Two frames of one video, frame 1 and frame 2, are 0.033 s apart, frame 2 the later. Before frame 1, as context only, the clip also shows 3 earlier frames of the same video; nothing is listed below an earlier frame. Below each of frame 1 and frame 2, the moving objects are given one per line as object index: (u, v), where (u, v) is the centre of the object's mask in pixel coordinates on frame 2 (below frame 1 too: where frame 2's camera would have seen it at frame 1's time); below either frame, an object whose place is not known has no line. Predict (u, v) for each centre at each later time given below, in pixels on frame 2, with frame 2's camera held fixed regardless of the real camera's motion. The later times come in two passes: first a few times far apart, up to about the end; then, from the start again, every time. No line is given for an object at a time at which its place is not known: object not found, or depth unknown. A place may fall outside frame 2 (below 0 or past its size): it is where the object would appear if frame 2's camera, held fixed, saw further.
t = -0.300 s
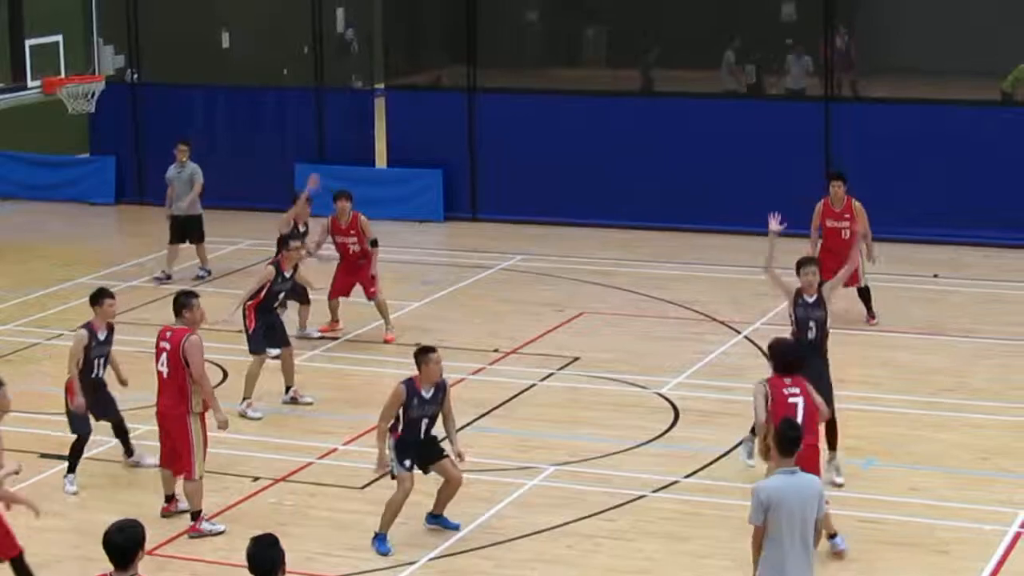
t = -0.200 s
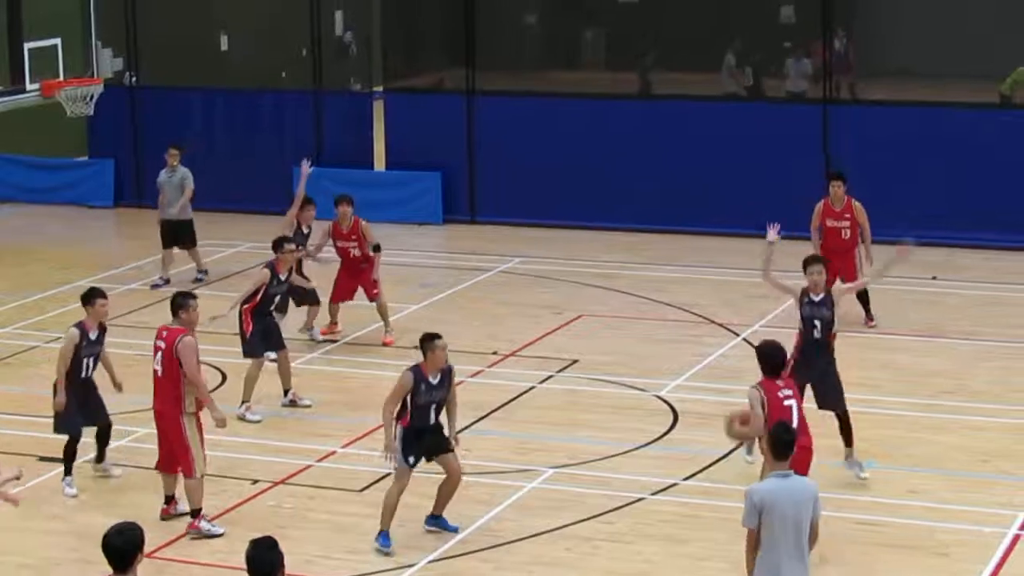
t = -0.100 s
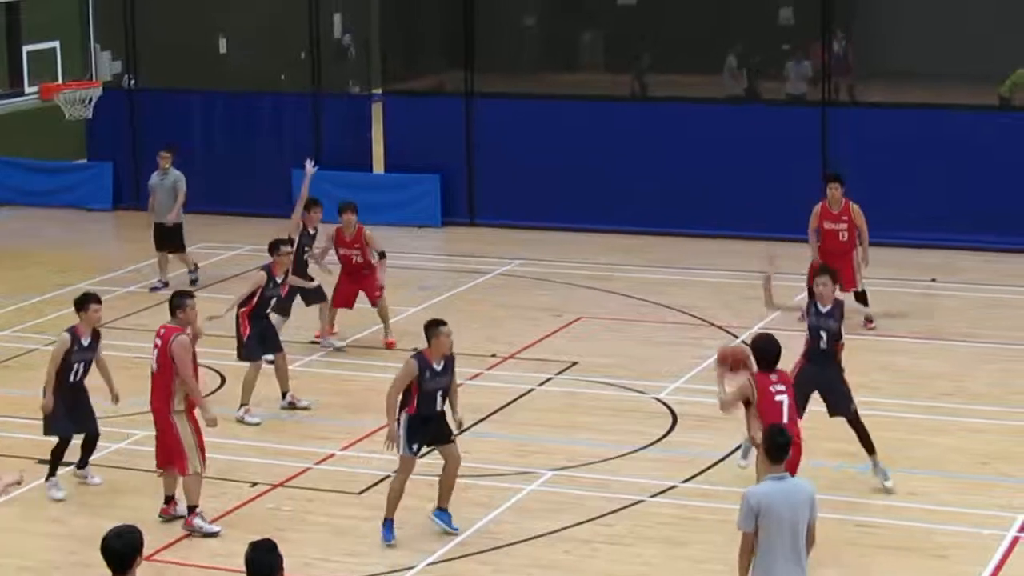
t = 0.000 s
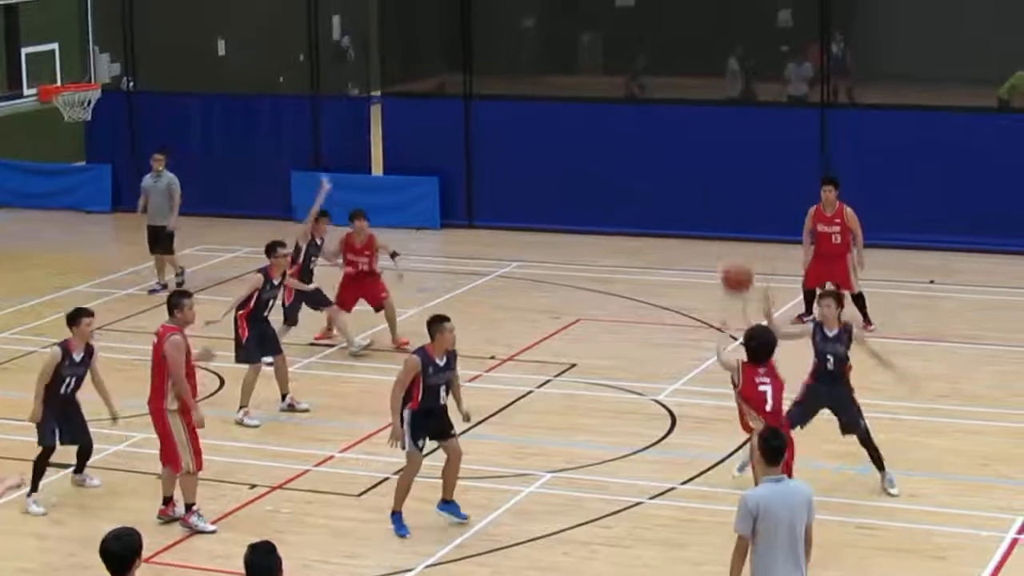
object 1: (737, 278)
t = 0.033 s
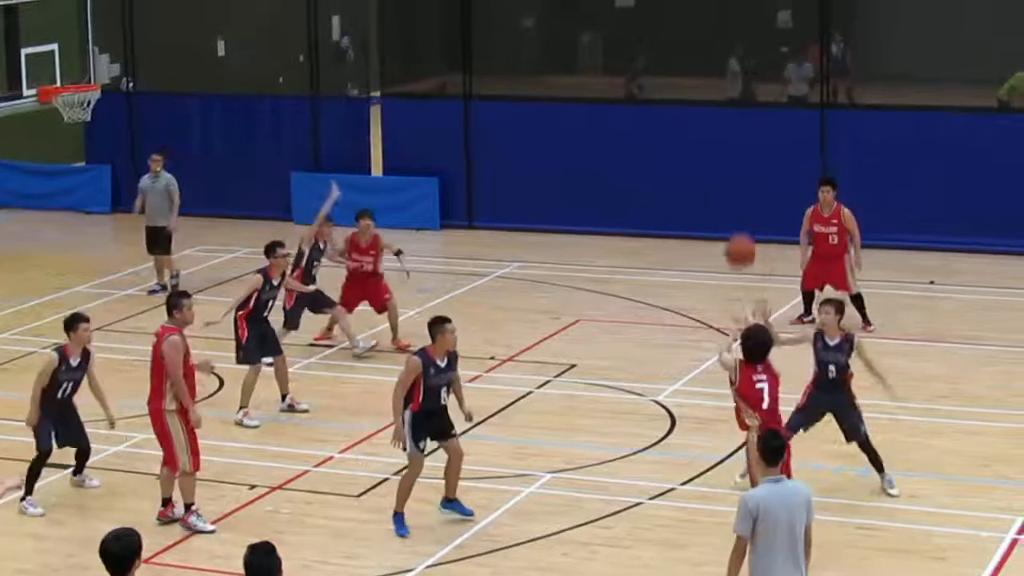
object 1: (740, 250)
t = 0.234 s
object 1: (761, 128)
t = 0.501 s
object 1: (782, 58)
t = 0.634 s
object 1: (793, 49)
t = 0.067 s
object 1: (744, 225)
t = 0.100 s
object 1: (748, 203)
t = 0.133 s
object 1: (751, 181)
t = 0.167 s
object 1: (754, 162)
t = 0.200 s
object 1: (758, 144)
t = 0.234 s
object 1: (761, 128)
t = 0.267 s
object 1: (764, 114)
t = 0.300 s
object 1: (768, 101)
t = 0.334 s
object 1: (770, 91)
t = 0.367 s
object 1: (772, 82)
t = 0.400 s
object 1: (776, 73)
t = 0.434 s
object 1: (778, 67)
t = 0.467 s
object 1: (781, 61)
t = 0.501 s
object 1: (782, 58)
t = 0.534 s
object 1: (784, 55)
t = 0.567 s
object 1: (786, 53)
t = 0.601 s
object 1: (790, 50)
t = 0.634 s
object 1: (793, 49)
